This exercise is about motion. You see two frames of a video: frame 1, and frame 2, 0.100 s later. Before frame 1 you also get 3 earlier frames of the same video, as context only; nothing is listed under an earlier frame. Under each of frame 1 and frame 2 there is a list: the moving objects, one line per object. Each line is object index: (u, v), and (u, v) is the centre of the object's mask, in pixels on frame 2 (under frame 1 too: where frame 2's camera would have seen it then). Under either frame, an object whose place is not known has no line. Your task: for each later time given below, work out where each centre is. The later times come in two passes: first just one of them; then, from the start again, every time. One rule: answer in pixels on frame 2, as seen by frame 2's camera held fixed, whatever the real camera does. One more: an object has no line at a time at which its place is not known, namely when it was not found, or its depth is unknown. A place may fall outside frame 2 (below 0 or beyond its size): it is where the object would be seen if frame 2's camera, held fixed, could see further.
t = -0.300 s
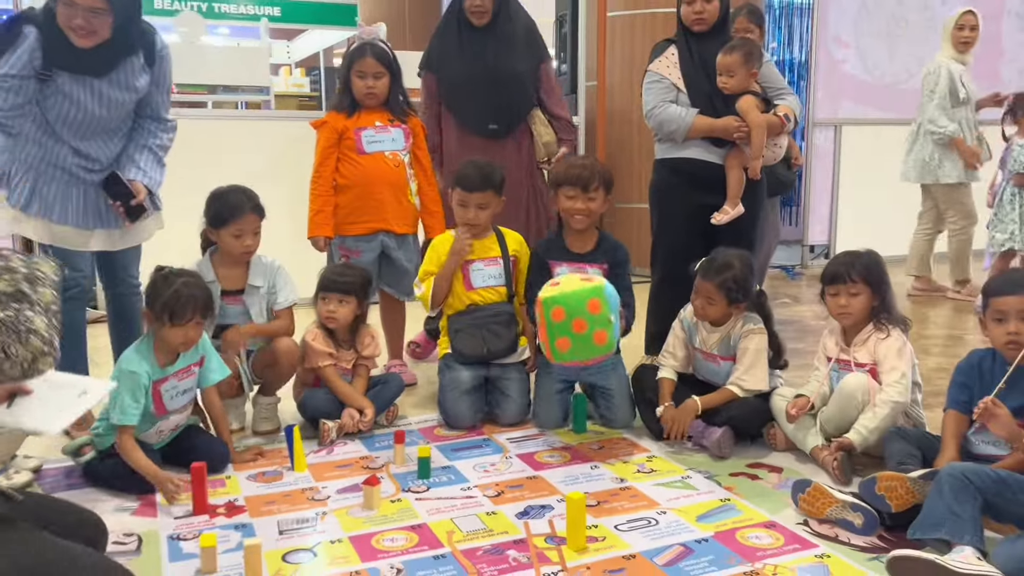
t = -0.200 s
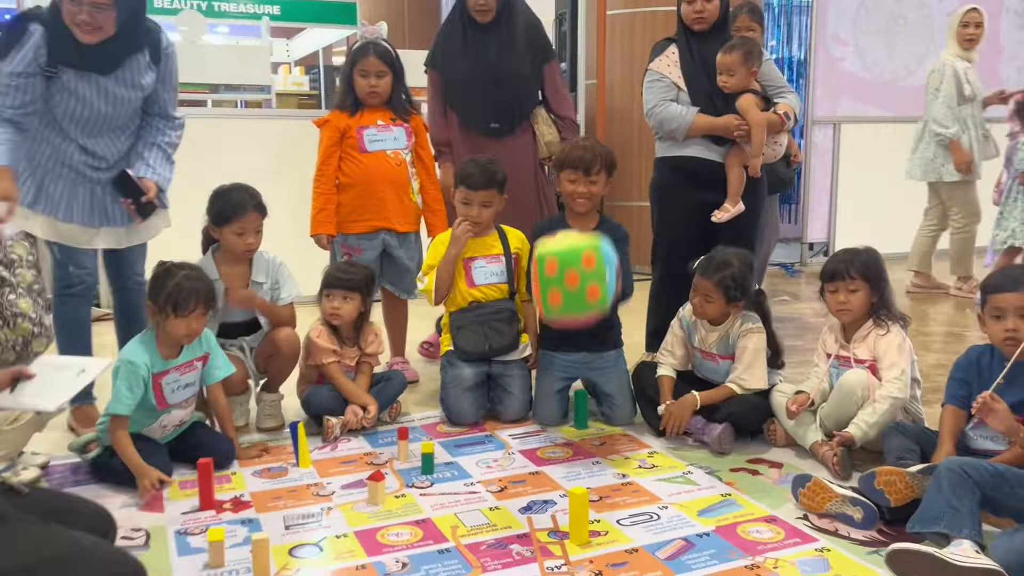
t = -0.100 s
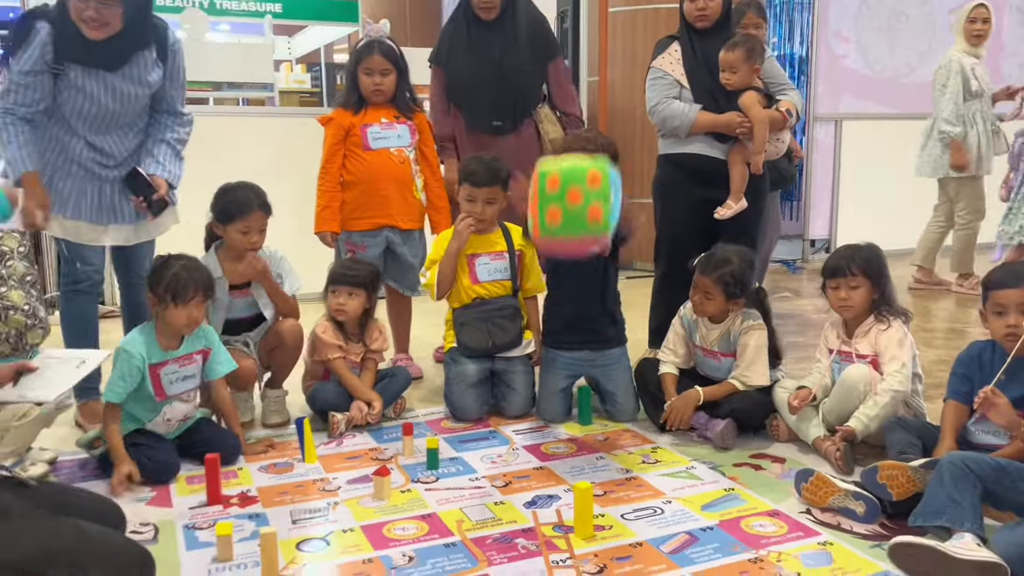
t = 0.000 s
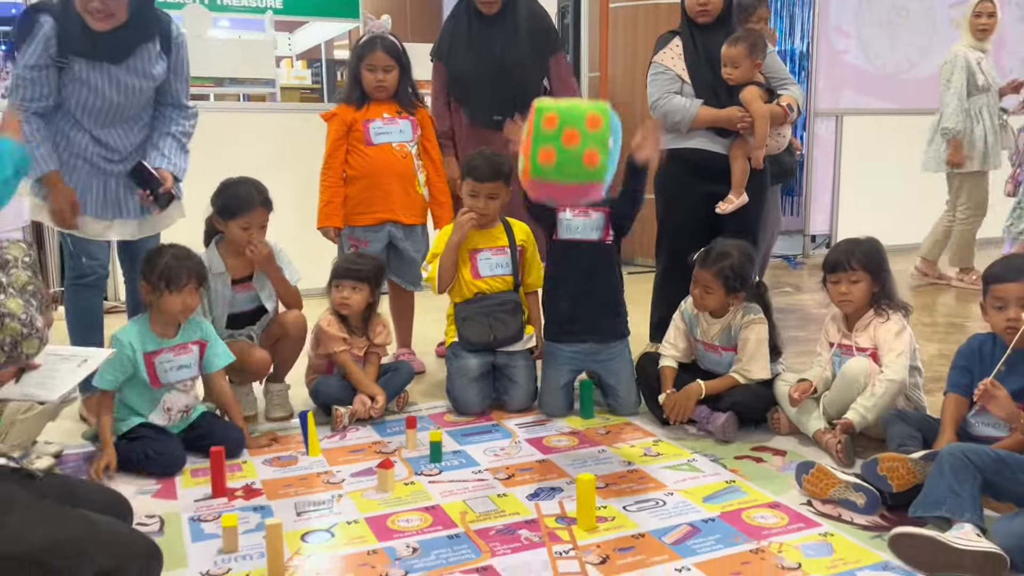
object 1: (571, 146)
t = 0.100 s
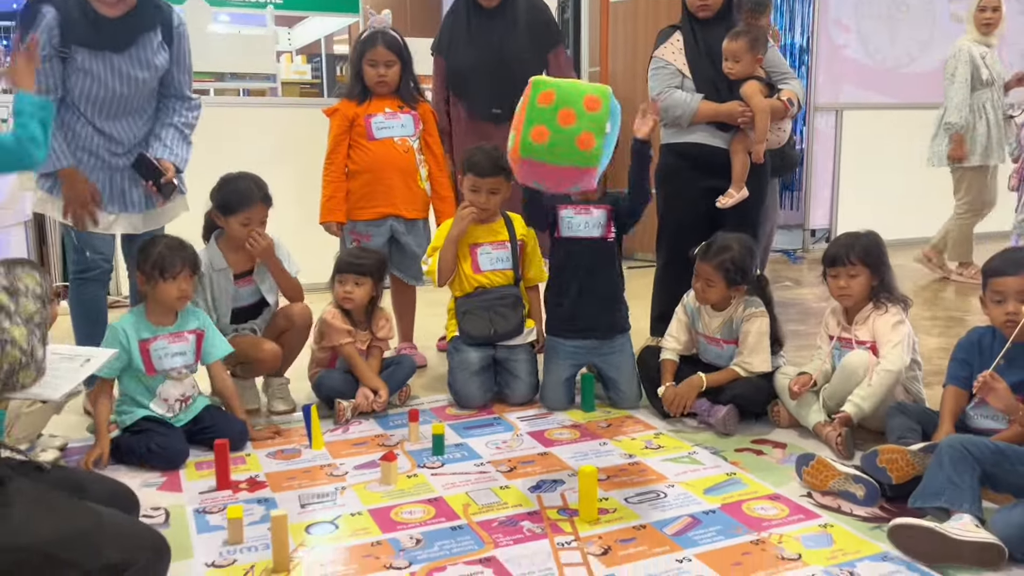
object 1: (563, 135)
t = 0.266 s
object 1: (549, 215)
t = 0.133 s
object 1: (561, 140)
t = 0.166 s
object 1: (558, 150)
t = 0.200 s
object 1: (555, 165)
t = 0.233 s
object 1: (552, 188)
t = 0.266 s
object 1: (549, 215)
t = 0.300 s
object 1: (547, 249)
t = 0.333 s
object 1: (543, 292)
